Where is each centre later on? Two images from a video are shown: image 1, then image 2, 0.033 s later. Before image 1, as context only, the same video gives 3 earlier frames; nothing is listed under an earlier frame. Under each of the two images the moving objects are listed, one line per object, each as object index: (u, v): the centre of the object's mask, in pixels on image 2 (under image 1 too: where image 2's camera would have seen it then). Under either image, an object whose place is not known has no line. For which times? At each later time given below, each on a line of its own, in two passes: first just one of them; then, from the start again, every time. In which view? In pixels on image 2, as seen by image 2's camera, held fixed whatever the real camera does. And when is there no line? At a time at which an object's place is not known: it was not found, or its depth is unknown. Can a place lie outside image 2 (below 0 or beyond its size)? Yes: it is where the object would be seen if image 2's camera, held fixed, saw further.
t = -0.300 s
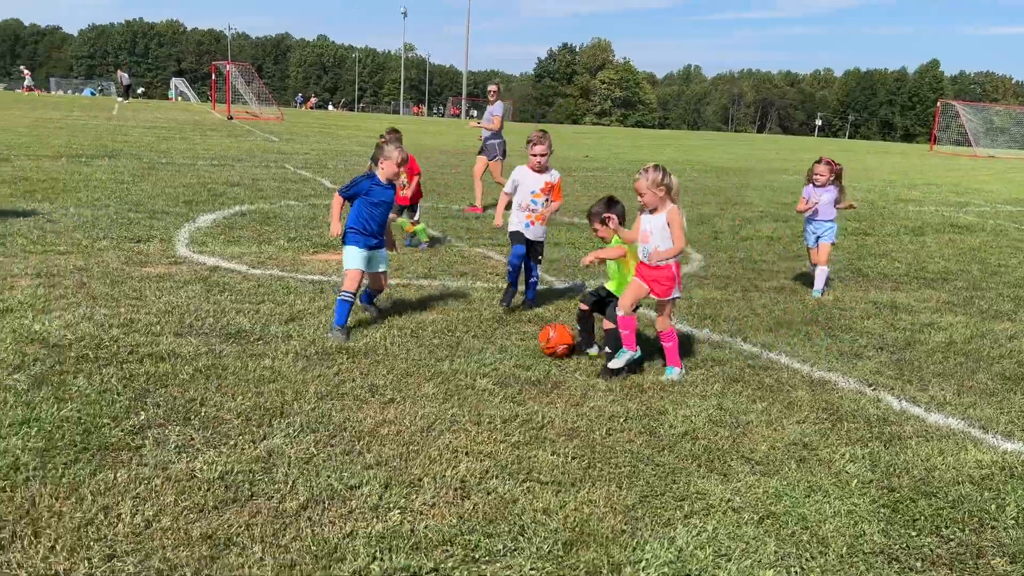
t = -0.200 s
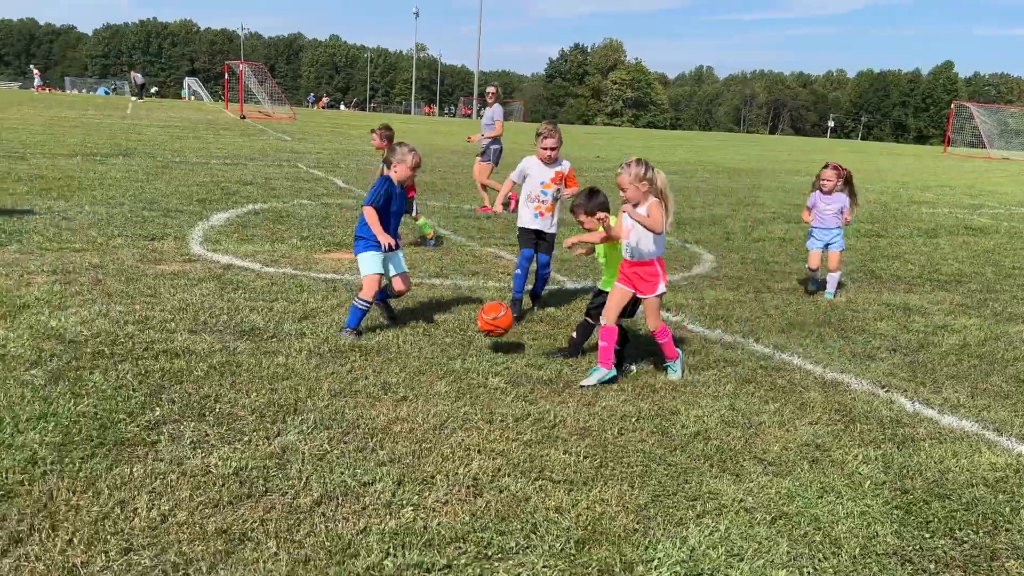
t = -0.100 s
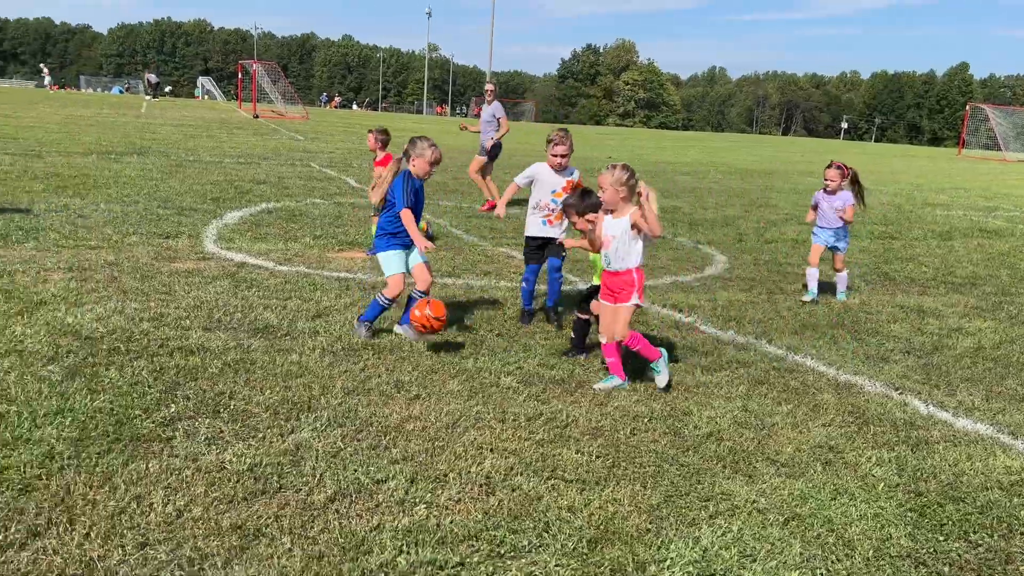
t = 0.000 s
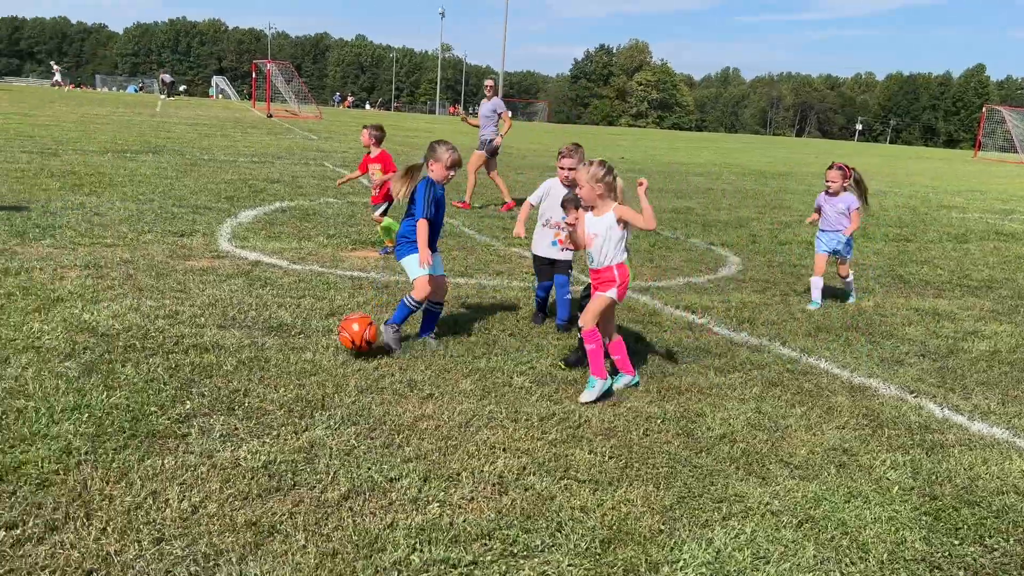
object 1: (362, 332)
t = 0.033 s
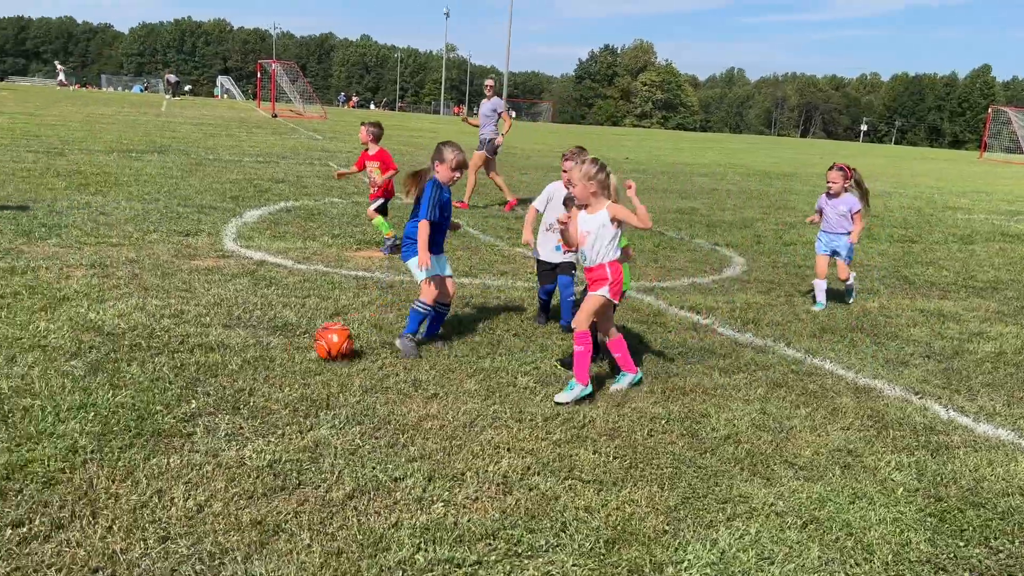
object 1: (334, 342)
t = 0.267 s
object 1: (231, 343)
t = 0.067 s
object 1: (309, 347)
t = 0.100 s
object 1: (296, 342)
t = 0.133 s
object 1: (283, 338)
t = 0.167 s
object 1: (270, 337)
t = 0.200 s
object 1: (257, 337)
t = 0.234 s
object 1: (244, 340)
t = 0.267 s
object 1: (231, 343)
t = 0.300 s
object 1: (217, 348)
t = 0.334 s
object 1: (203, 350)
